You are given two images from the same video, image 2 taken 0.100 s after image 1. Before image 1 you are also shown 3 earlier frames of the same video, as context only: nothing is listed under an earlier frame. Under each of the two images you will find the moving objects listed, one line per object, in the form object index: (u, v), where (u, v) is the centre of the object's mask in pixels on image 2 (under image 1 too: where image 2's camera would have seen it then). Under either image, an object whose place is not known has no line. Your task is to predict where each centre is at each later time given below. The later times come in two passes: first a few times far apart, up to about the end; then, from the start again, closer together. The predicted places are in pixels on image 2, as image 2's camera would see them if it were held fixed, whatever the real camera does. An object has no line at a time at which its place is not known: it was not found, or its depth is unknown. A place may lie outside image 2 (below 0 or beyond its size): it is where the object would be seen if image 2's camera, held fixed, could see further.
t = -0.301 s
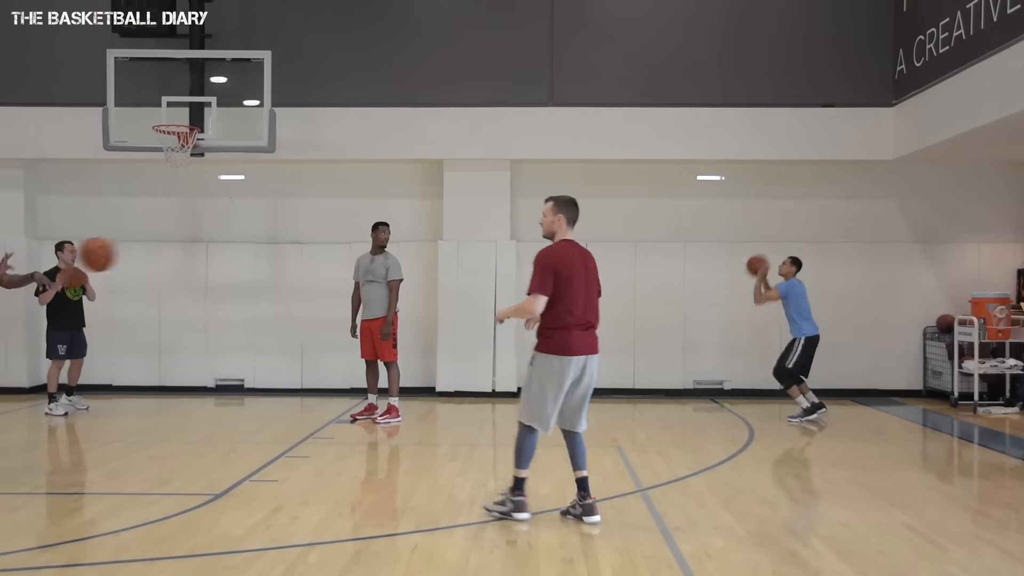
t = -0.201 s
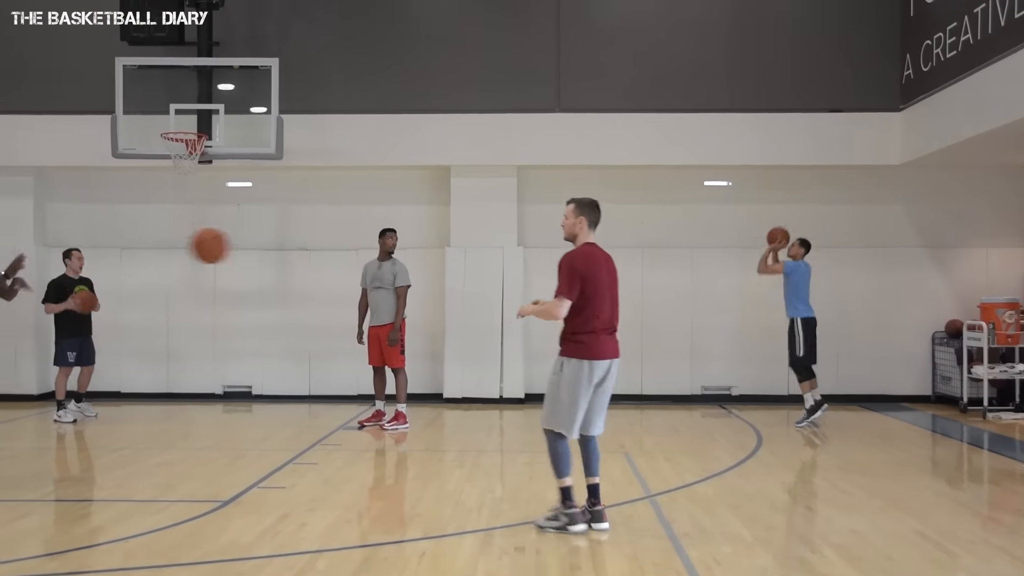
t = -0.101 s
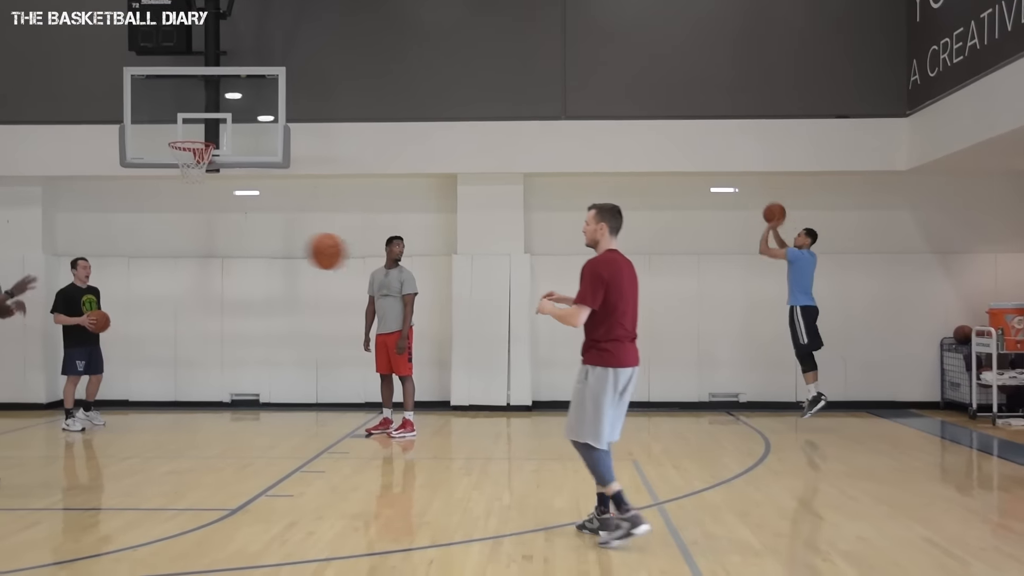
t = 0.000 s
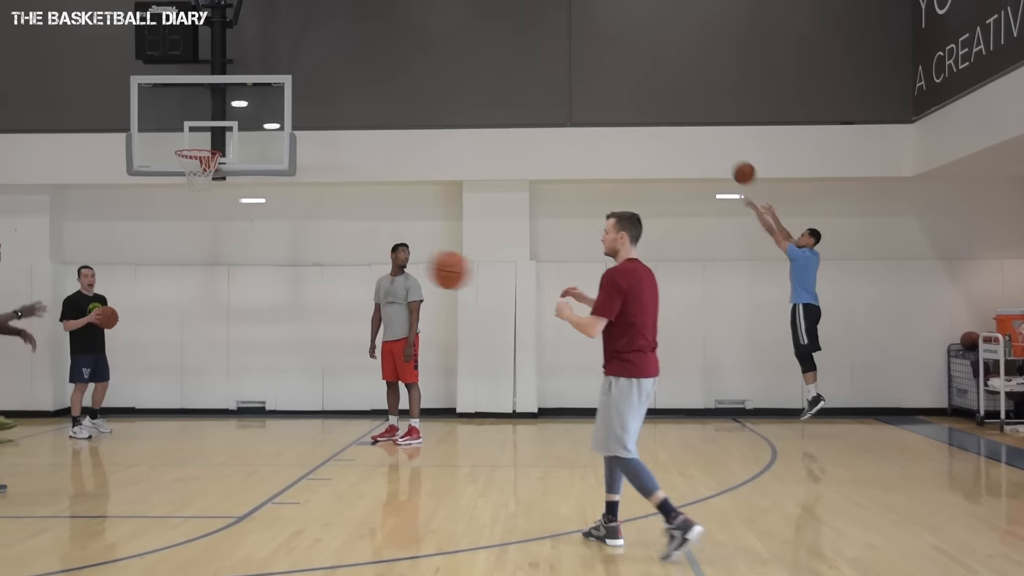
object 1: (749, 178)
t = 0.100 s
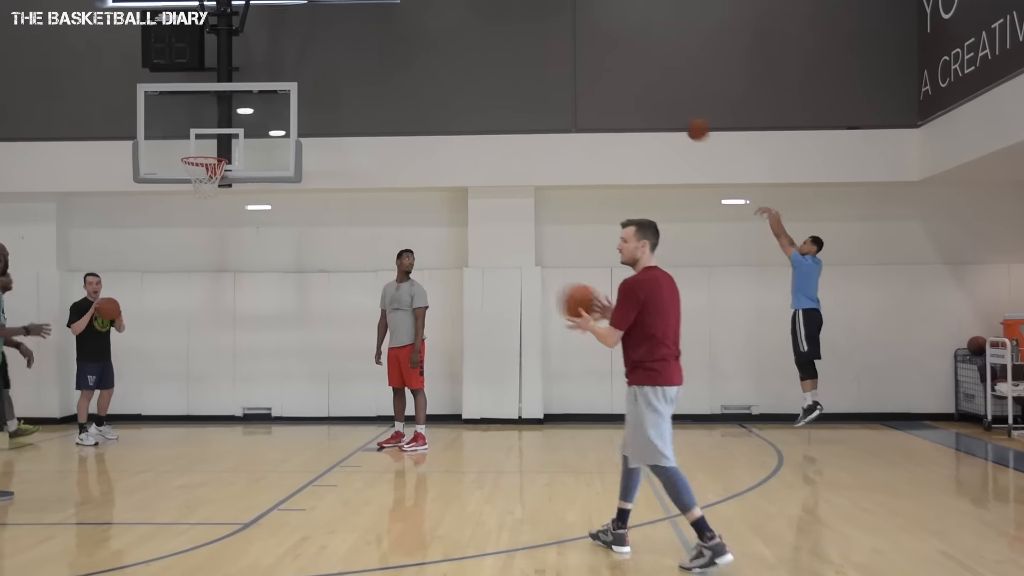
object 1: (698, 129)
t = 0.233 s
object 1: (631, 79)
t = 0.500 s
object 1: (500, 27)
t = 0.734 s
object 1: (388, 33)
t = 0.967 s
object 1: (278, 86)
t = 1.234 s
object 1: (199, 197)
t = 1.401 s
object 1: (218, 256)
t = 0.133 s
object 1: (681, 115)
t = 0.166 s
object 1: (664, 102)
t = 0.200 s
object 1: (647, 90)
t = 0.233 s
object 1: (631, 79)
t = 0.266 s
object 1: (614, 69)
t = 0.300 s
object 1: (597, 59)
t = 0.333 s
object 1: (580, 52)
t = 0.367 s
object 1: (564, 45)
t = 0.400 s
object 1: (548, 38)
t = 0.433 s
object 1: (531, 33)
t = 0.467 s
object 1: (515, 30)
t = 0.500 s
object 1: (500, 27)
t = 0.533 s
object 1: (483, 25)
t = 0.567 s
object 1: (467, 25)
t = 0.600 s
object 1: (452, 24)
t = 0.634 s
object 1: (436, 25)
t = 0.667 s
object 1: (420, 27)
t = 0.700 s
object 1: (403, 30)
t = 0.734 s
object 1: (388, 33)
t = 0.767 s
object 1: (372, 39)
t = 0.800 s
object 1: (356, 44)
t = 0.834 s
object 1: (342, 50)
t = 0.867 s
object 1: (325, 57)
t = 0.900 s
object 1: (311, 66)
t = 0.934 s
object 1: (294, 76)
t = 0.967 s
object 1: (278, 86)
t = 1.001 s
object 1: (263, 99)
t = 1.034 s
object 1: (248, 112)
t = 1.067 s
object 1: (232, 125)
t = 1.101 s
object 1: (216, 140)
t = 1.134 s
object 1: (202, 152)
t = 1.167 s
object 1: (191, 169)
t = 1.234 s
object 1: (199, 197)
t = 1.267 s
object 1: (201, 205)
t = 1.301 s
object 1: (206, 216)
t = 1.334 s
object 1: (210, 228)
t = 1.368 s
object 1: (214, 242)
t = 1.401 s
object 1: (218, 256)
